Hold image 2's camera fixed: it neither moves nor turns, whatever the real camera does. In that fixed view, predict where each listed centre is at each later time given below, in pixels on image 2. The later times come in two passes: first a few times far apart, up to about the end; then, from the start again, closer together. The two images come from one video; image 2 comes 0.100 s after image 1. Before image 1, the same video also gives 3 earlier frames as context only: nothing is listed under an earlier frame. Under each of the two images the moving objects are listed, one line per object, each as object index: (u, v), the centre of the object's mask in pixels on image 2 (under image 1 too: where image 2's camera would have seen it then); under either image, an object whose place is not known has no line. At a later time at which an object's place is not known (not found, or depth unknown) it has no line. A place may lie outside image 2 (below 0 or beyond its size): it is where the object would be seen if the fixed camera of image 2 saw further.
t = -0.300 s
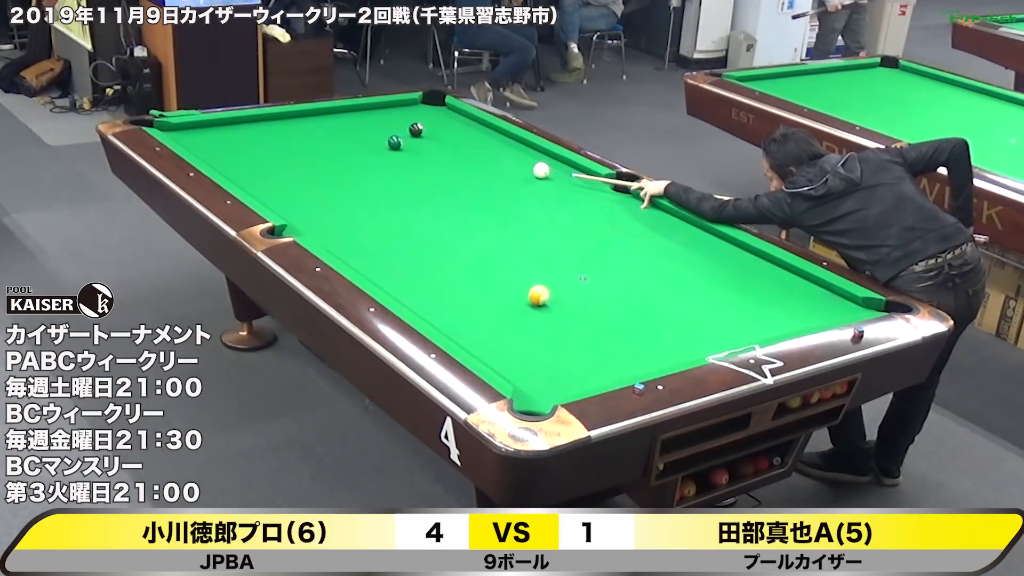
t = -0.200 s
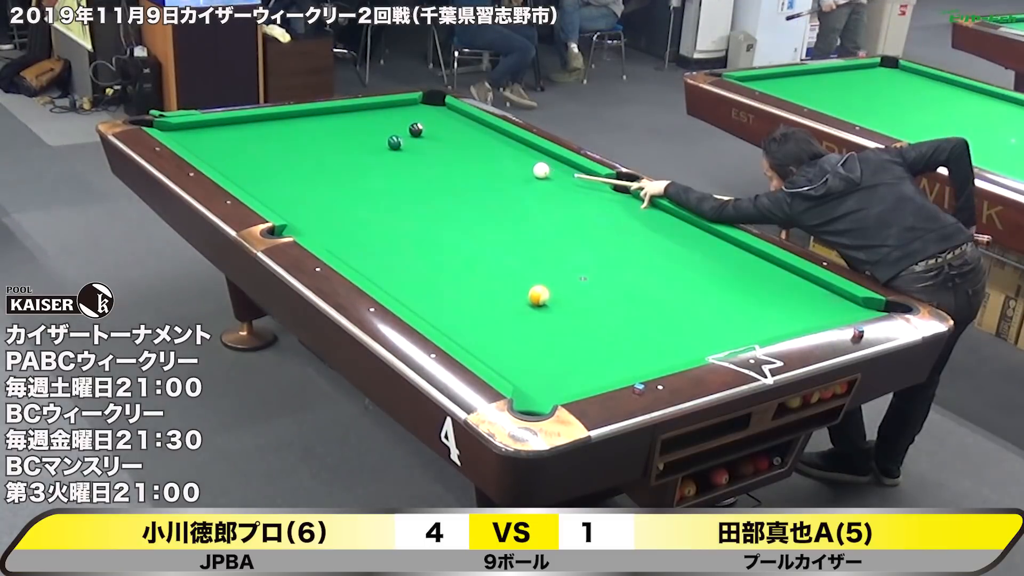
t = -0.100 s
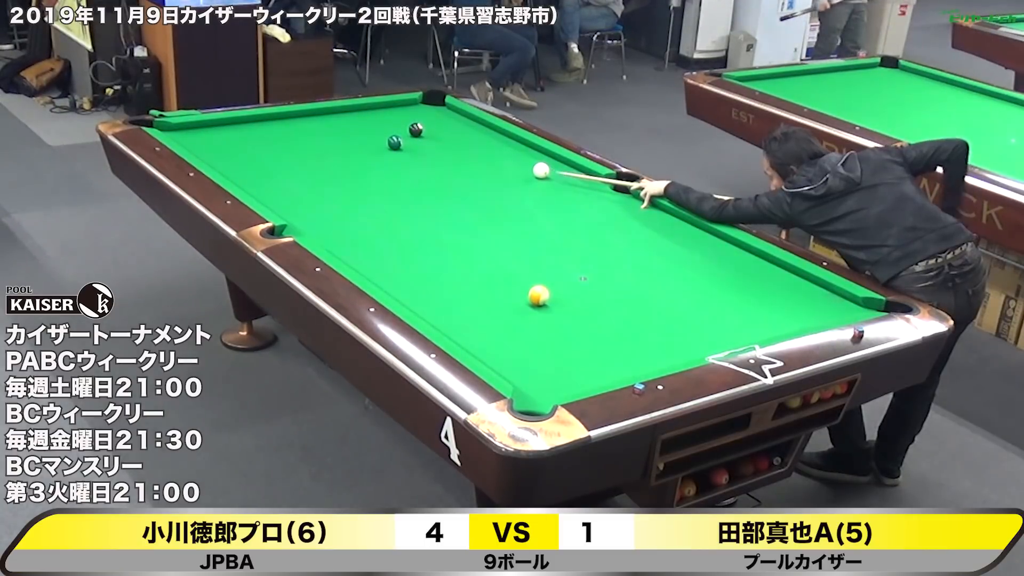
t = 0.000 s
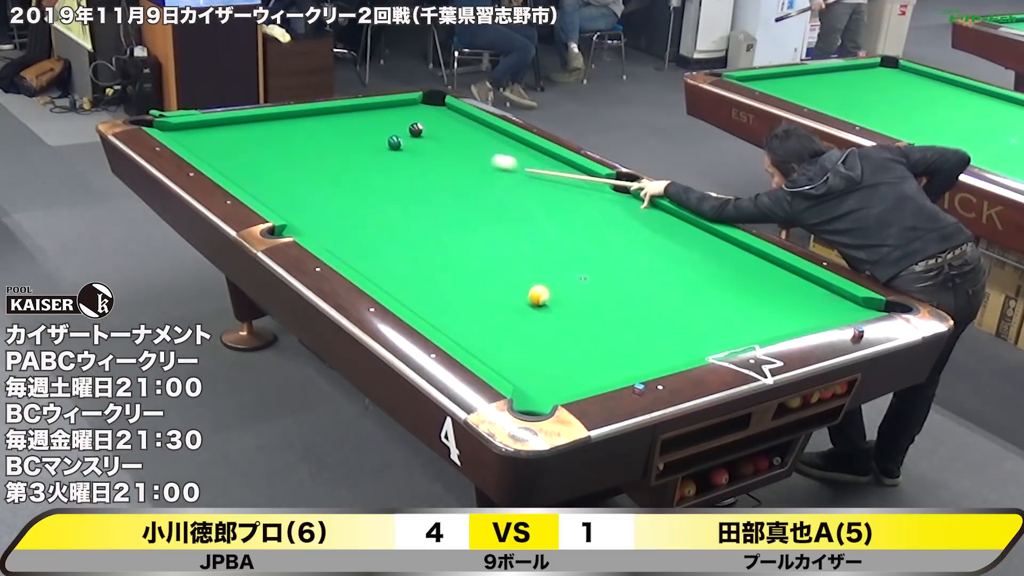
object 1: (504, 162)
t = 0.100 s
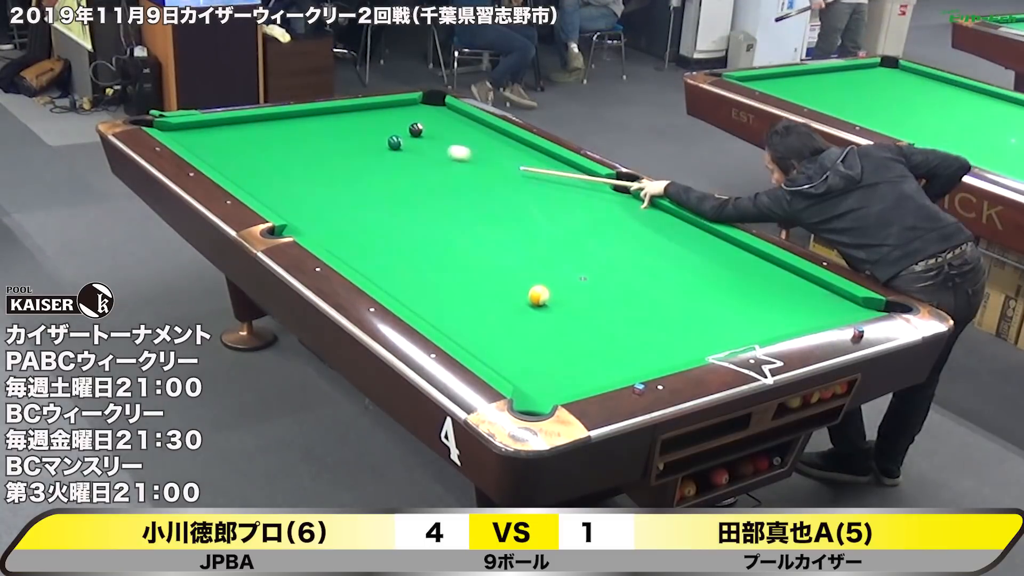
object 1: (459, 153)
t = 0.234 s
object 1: (410, 142)
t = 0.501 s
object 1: (390, 126)
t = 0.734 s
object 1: (368, 113)
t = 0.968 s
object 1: (360, 111)
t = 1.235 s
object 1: (362, 119)
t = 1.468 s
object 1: (363, 126)
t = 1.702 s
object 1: (364, 132)
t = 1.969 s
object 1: (364, 140)
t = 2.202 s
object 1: (365, 146)
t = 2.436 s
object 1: (366, 152)
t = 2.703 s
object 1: (366, 159)
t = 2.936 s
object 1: (367, 165)
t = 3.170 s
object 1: (368, 170)
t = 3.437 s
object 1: (369, 177)
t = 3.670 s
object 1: (370, 181)
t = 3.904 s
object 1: (370, 186)
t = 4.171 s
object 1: (371, 191)
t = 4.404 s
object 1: (372, 195)
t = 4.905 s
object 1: (377, 199)
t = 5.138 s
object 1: (374, 205)
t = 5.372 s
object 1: (374, 207)
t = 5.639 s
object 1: (374, 209)
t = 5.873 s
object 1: (374, 211)
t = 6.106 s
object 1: (375, 212)
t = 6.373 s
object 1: (375, 212)
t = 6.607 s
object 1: (375, 212)
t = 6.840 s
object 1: (375, 212)
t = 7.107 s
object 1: (375, 212)
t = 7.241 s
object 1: (375, 212)
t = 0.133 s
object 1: (446, 150)
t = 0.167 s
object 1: (432, 147)
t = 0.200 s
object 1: (419, 145)
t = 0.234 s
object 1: (410, 142)
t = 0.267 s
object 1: (409, 141)
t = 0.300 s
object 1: (407, 138)
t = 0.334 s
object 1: (405, 136)
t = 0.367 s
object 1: (402, 134)
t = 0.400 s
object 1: (400, 132)
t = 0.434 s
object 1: (396, 130)
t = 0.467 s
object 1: (393, 128)
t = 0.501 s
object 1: (390, 126)
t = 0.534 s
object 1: (387, 124)
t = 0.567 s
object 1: (383, 122)
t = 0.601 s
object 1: (380, 121)
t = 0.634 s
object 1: (377, 119)
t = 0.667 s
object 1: (374, 117)
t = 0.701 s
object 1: (371, 115)
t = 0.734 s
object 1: (368, 113)
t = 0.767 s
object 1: (366, 112)
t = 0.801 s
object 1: (363, 110)
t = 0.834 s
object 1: (360, 108)
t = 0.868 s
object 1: (359, 108)
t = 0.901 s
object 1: (359, 109)
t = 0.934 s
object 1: (360, 110)
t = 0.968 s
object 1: (360, 111)
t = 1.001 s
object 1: (360, 112)
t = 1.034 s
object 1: (360, 113)
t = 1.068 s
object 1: (361, 114)
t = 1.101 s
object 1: (361, 115)
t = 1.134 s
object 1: (361, 116)
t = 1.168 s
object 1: (361, 117)
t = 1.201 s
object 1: (361, 118)
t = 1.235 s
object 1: (362, 119)
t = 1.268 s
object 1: (362, 120)
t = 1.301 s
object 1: (362, 121)
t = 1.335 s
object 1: (362, 122)
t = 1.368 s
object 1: (362, 123)
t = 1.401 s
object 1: (362, 124)
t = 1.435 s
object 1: (362, 125)
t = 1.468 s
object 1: (363, 126)
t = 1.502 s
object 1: (363, 127)
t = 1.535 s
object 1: (363, 128)
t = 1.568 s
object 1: (363, 129)
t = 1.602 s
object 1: (363, 129)
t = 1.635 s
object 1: (363, 131)
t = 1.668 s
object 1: (364, 131)
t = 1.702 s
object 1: (364, 132)
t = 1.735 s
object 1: (364, 133)
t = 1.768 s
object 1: (364, 134)
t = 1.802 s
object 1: (364, 135)
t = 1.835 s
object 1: (364, 136)
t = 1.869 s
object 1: (364, 137)
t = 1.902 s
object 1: (364, 138)
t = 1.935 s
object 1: (364, 139)
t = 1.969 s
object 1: (364, 140)
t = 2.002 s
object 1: (365, 141)
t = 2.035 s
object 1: (365, 142)
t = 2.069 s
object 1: (365, 143)
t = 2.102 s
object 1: (365, 144)
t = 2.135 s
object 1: (365, 144)
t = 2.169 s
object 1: (365, 145)
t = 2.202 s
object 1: (365, 146)
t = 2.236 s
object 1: (365, 147)
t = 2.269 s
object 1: (365, 148)
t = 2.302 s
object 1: (365, 149)
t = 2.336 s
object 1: (365, 150)
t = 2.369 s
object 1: (365, 151)
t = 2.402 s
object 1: (366, 151)
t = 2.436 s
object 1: (366, 152)
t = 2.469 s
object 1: (366, 153)
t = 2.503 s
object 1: (366, 154)
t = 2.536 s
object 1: (366, 155)
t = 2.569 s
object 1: (366, 156)
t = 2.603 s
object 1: (366, 157)
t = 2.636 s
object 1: (366, 158)
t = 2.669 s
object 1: (366, 158)
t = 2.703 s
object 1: (366, 159)
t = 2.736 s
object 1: (366, 160)
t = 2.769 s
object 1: (367, 161)
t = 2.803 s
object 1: (367, 162)
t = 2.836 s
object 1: (367, 163)
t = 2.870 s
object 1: (367, 163)
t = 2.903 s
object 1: (367, 164)
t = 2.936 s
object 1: (367, 165)
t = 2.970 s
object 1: (367, 166)
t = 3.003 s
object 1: (367, 167)
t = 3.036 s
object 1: (367, 167)
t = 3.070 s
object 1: (368, 168)
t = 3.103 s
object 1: (368, 169)
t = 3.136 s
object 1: (368, 170)
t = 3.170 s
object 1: (368, 170)
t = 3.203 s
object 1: (368, 171)
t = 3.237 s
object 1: (368, 172)
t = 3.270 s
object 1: (368, 173)
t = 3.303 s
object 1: (368, 174)
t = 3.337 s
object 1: (368, 174)
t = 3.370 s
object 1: (369, 175)
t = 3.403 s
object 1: (369, 176)
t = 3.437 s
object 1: (369, 177)
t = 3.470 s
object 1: (369, 177)
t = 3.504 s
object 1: (369, 178)
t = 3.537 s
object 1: (369, 179)
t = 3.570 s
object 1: (369, 179)
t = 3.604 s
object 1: (369, 180)
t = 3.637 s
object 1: (370, 181)
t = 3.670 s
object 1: (370, 181)
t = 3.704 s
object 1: (370, 182)
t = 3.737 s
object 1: (370, 183)
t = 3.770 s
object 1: (370, 183)
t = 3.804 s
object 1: (370, 184)
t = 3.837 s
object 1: (370, 185)
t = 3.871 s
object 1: (370, 185)
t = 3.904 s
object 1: (370, 186)
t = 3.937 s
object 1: (370, 187)
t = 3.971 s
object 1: (370, 187)
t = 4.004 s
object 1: (371, 188)
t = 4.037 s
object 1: (371, 189)
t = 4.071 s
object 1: (371, 189)
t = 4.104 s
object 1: (371, 190)
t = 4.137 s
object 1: (371, 190)
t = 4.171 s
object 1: (371, 191)
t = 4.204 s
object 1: (371, 192)
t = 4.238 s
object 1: (371, 192)
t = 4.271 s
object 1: (371, 193)
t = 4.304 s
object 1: (371, 193)
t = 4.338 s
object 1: (372, 194)
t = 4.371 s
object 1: (372, 194)
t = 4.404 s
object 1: (372, 195)
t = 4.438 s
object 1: (372, 195)
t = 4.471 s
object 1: (371, 192)
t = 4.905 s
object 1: (377, 199)
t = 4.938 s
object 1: (375, 201)
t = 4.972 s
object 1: (374, 203)
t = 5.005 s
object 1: (374, 203)
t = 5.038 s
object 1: (374, 204)
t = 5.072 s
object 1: (374, 204)
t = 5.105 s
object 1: (374, 205)
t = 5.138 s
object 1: (374, 205)
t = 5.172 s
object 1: (374, 205)
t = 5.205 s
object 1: (374, 206)
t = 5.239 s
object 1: (374, 206)
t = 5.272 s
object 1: (374, 206)
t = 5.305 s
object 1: (374, 207)
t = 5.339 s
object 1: (374, 207)
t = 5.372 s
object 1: (374, 207)
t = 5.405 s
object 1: (374, 208)
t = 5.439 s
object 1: (374, 208)
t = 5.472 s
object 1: (374, 208)
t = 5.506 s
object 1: (374, 208)
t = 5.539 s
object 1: (374, 209)
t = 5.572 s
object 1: (374, 209)
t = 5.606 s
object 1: (374, 209)
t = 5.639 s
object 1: (374, 209)
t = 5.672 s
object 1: (374, 210)
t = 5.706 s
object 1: (374, 210)
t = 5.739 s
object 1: (374, 210)
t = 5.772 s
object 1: (374, 210)
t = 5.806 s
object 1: (374, 211)
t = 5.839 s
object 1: (374, 211)
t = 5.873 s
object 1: (374, 211)
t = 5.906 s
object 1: (374, 211)
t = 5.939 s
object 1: (374, 211)
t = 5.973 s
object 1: (375, 211)
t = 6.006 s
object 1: (375, 211)
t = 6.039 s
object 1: (375, 211)
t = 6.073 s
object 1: (375, 212)
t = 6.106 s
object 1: (375, 212)
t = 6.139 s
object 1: (375, 212)
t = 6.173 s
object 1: (375, 212)
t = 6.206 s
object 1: (375, 212)
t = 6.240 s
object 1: (375, 212)
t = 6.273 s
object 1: (375, 212)
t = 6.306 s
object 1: (375, 212)
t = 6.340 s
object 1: (375, 212)
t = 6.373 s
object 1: (375, 212)
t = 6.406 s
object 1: (375, 212)
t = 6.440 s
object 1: (375, 212)
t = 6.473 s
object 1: (375, 212)
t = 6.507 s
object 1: (375, 212)
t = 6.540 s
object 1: (375, 212)
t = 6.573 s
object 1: (375, 212)
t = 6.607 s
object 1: (375, 212)
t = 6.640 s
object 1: (375, 212)
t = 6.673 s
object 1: (375, 212)
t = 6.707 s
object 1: (375, 212)
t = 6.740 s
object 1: (375, 212)
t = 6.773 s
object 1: (375, 212)
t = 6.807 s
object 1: (375, 212)
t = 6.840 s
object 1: (375, 212)
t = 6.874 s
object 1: (375, 212)
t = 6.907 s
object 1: (375, 212)
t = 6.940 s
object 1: (375, 212)
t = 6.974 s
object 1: (375, 212)
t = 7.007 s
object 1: (375, 212)
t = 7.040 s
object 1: (375, 212)
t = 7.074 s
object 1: (375, 212)
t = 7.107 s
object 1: (375, 212)
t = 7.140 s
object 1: (375, 212)
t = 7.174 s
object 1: (375, 212)
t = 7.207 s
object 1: (375, 212)
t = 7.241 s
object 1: (375, 212)
